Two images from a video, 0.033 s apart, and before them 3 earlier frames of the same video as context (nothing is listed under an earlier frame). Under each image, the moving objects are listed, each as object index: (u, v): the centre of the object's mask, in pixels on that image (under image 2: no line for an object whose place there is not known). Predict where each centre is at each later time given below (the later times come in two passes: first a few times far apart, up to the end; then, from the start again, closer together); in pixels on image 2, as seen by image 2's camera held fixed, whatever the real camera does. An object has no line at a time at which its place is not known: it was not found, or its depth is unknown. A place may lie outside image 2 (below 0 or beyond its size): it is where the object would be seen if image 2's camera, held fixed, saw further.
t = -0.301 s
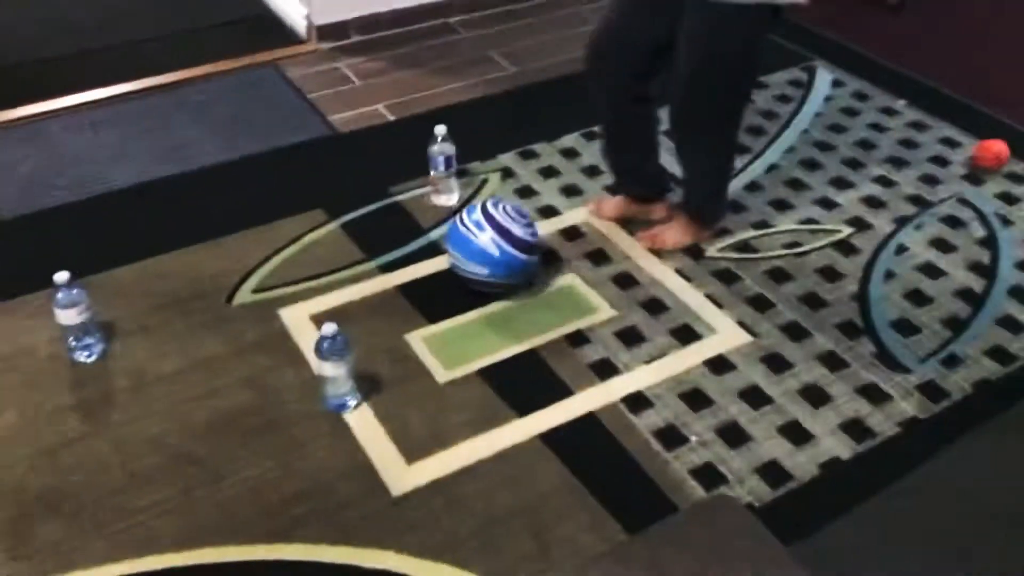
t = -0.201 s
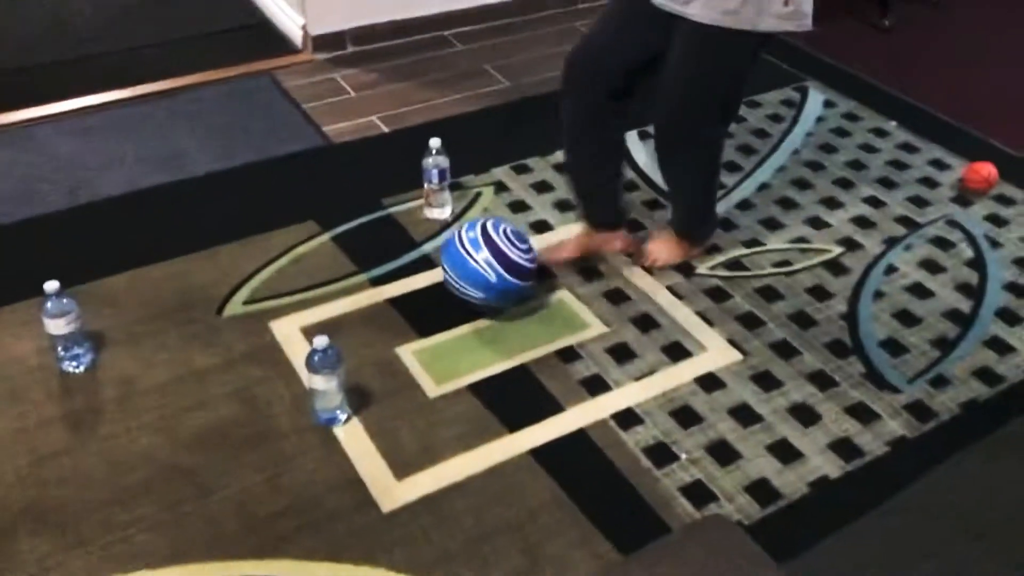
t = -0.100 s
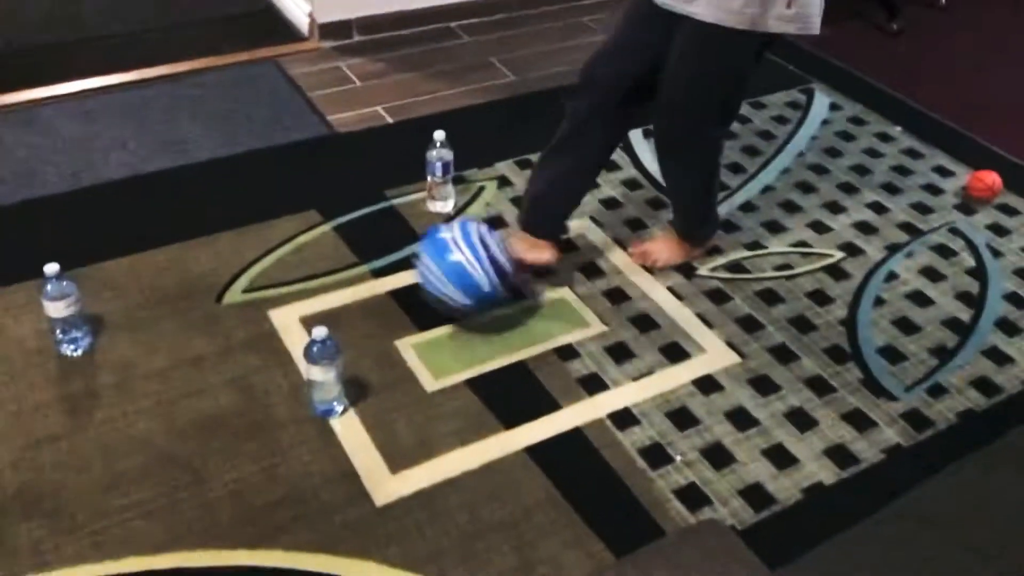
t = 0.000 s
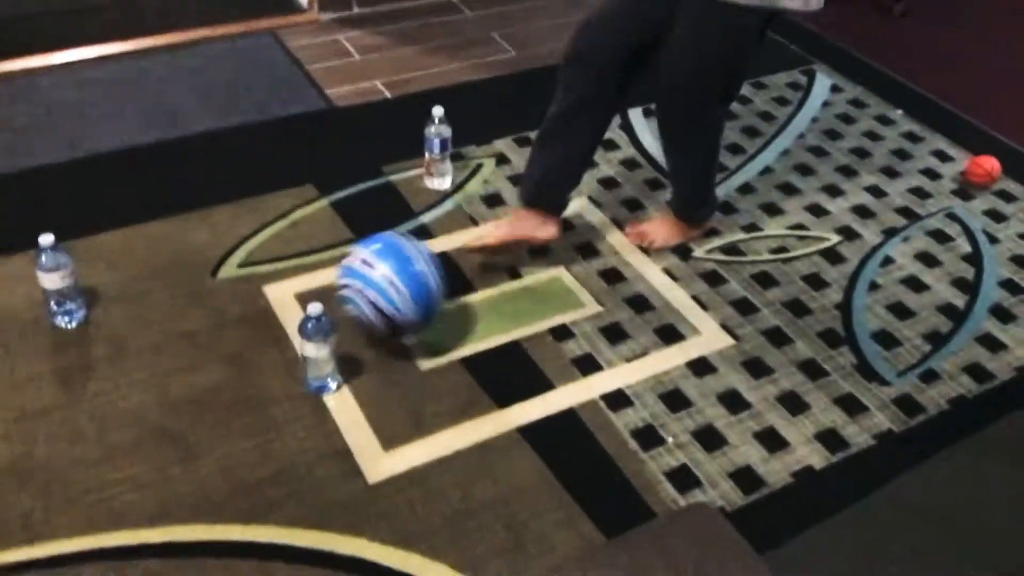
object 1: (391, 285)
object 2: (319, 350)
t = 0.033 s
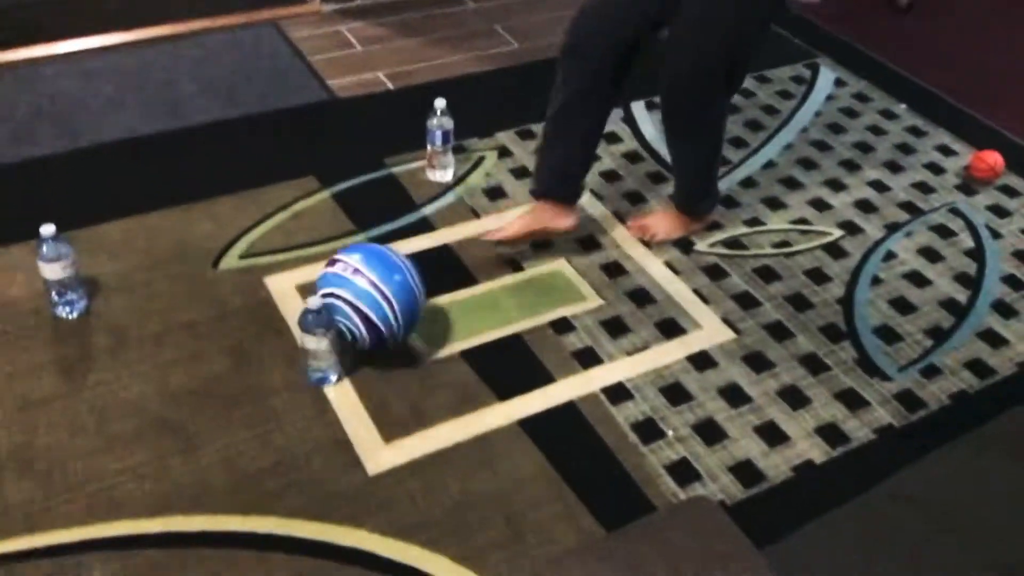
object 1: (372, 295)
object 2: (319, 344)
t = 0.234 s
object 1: (410, 277)
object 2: (276, 401)
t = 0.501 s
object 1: (458, 246)
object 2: (277, 412)
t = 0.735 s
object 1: (494, 220)
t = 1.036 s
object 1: (549, 186)
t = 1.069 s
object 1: (554, 182)
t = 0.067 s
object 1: (375, 301)
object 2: (314, 347)
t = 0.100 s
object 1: (381, 298)
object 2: (304, 353)
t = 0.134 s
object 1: (388, 284)
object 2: (299, 361)
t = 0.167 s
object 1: (396, 280)
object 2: (291, 371)
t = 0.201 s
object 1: (404, 276)
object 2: (283, 385)
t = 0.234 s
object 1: (410, 277)
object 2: (276, 401)
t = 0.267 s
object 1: (417, 272)
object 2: (273, 403)
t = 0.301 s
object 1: (424, 264)
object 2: (272, 400)
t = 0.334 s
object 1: (430, 260)
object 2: (272, 400)
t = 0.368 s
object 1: (434, 261)
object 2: (273, 404)
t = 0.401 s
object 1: (441, 258)
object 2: (274, 410)
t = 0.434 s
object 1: (447, 252)
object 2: (274, 409)
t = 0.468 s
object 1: (452, 249)
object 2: (276, 409)
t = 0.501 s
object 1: (458, 246)
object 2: (277, 412)
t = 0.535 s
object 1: (462, 240)
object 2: (278, 412)
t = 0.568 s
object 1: (469, 239)
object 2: (278, 412)
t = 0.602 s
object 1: (473, 233)
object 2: (278, 413)
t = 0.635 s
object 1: (477, 231)
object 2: (278, 413)
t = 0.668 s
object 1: (482, 228)
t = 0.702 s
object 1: (490, 223)
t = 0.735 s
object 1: (494, 220)
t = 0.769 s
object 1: (499, 217)
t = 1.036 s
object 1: (549, 186)
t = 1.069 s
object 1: (554, 182)
